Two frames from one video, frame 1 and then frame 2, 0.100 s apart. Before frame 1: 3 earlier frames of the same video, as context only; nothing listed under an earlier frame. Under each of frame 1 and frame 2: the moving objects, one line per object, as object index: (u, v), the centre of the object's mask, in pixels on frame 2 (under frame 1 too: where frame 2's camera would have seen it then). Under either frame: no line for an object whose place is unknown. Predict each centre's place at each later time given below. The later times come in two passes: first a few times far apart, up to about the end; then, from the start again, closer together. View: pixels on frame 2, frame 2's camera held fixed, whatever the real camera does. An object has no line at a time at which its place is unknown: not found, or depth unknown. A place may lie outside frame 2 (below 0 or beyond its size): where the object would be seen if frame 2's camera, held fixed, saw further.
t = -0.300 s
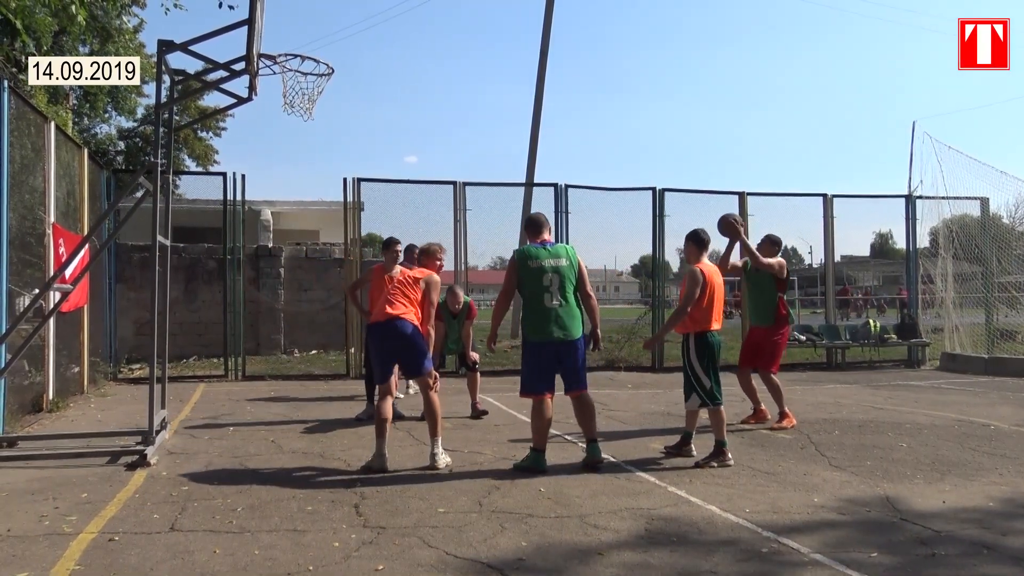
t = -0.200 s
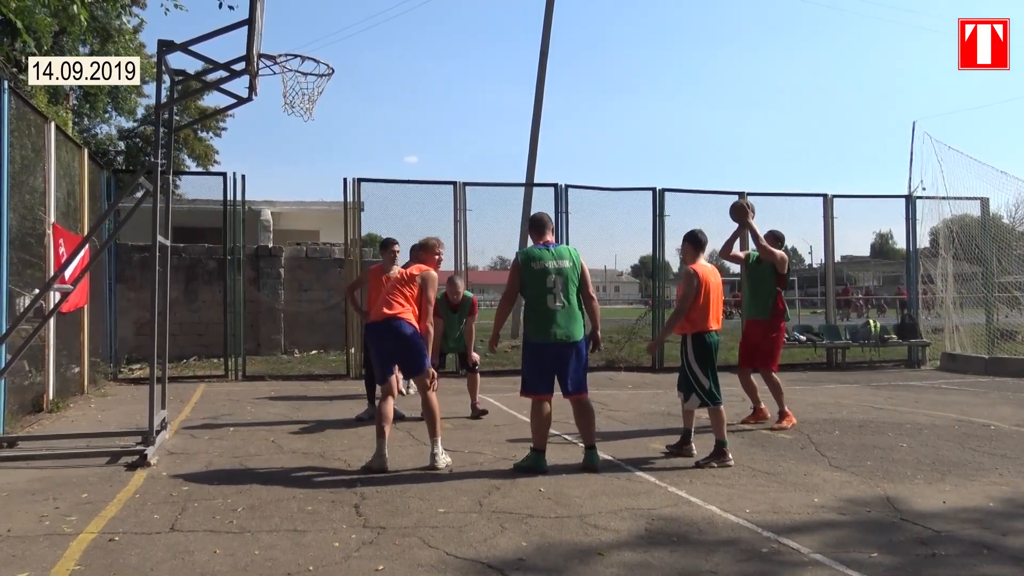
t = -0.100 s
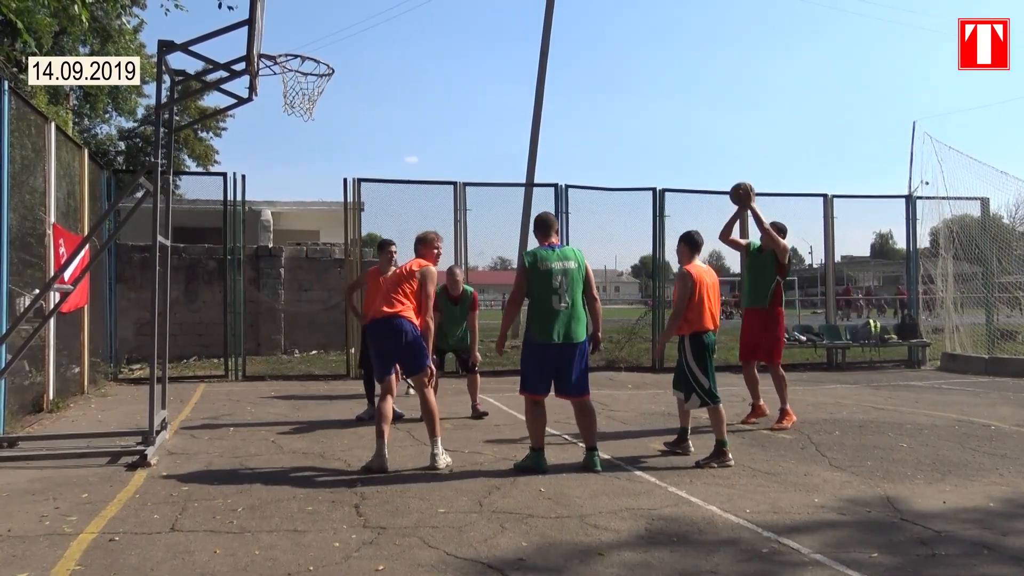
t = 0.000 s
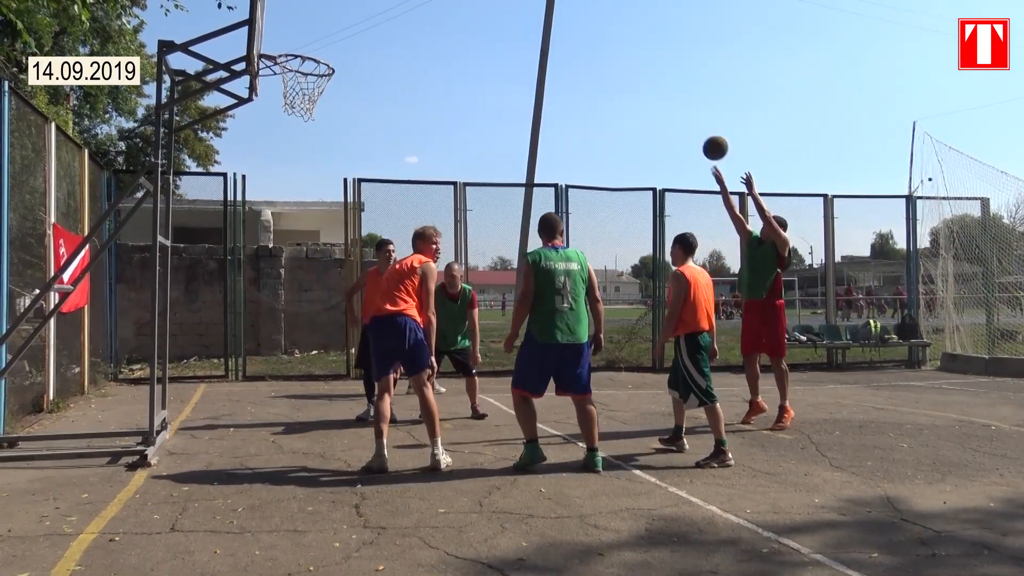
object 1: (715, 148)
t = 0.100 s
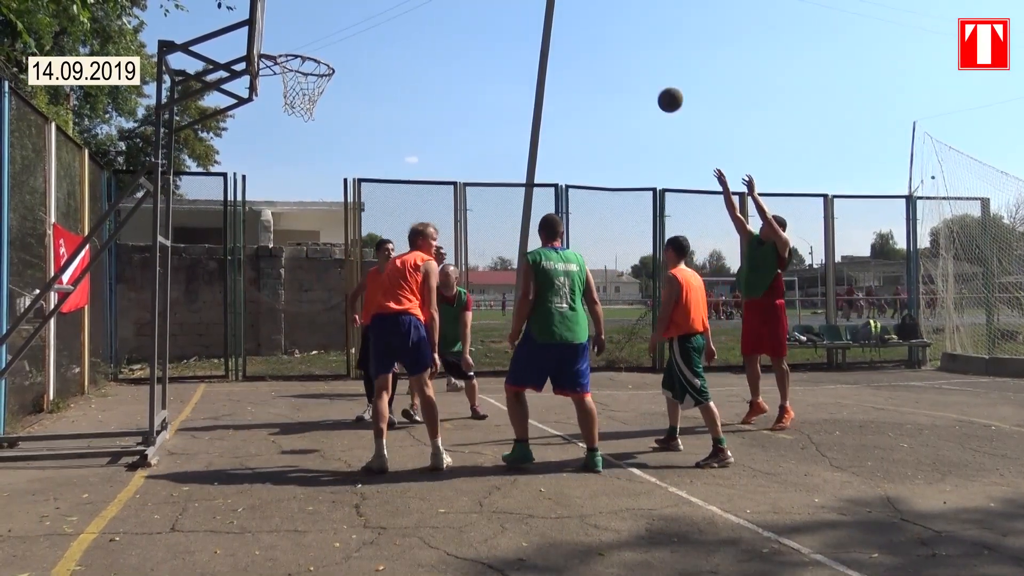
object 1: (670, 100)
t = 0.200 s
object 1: (624, 61)
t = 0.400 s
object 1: (531, 13)
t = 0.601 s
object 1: (433, 9)
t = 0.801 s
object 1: (329, 46)
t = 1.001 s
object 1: (277, 83)
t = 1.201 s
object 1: (274, 127)
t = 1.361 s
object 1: (271, 195)
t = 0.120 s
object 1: (661, 91)
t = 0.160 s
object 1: (643, 75)
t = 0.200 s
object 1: (624, 61)
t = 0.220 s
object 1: (615, 55)
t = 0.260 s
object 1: (596, 43)
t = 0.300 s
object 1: (578, 32)
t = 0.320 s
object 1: (568, 28)
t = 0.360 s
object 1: (550, 20)
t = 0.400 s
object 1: (531, 13)
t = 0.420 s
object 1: (521, 11)
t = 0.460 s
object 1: (501, 9)
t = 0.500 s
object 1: (482, 8)
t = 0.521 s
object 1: (472, 8)
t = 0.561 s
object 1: (452, 8)
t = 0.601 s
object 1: (433, 9)
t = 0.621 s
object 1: (422, 10)
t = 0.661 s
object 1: (402, 14)
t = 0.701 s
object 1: (382, 21)
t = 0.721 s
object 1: (371, 24)
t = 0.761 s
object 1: (350, 34)
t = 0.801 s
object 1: (329, 46)
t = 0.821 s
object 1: (319, 52)
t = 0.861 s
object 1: (297, 67)
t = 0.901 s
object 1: (281, 80)
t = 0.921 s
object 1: (279, 80)
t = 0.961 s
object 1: (278, 81)
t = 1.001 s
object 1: (277, 83)
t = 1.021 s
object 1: (277, 86)
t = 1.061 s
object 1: (276, 92)
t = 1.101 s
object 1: (276, 99)
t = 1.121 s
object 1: (276, 104)
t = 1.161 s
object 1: (275, 114)
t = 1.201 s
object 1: (274, 127)
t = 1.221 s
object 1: (274, 134)
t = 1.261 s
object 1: (273, 149)
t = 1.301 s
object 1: (272, 166)
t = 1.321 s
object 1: (272, 175)
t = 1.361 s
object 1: (271, 195)
